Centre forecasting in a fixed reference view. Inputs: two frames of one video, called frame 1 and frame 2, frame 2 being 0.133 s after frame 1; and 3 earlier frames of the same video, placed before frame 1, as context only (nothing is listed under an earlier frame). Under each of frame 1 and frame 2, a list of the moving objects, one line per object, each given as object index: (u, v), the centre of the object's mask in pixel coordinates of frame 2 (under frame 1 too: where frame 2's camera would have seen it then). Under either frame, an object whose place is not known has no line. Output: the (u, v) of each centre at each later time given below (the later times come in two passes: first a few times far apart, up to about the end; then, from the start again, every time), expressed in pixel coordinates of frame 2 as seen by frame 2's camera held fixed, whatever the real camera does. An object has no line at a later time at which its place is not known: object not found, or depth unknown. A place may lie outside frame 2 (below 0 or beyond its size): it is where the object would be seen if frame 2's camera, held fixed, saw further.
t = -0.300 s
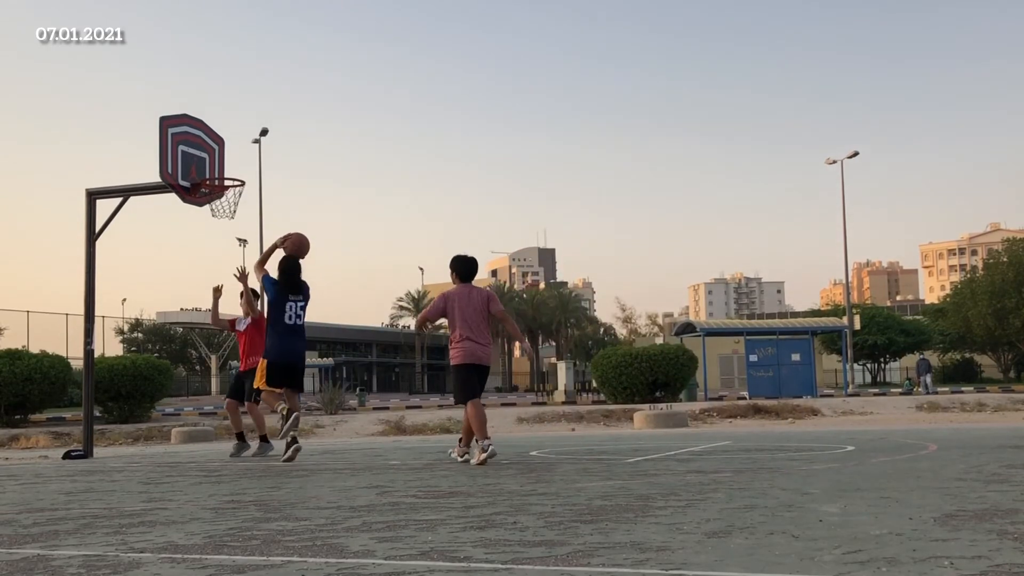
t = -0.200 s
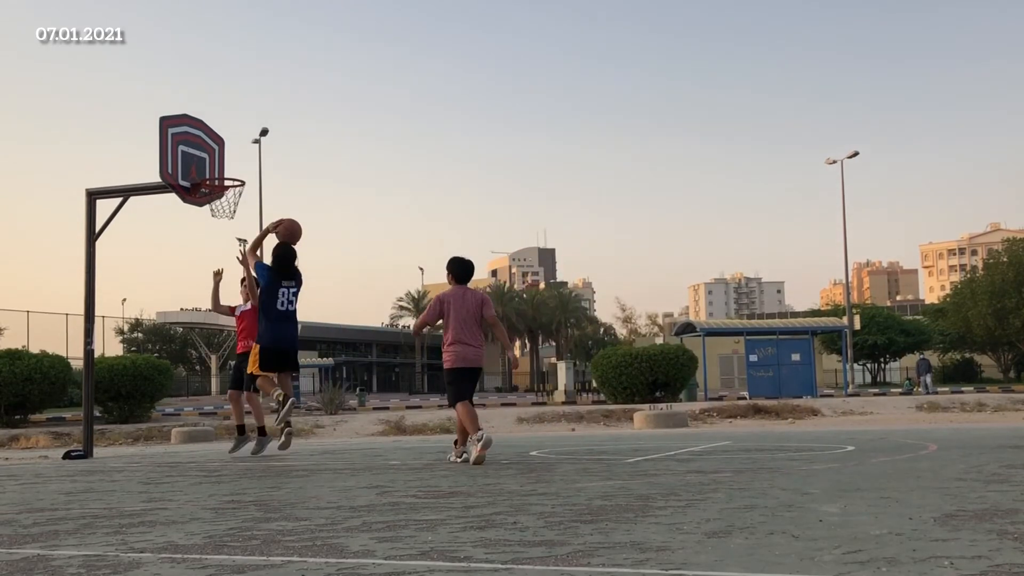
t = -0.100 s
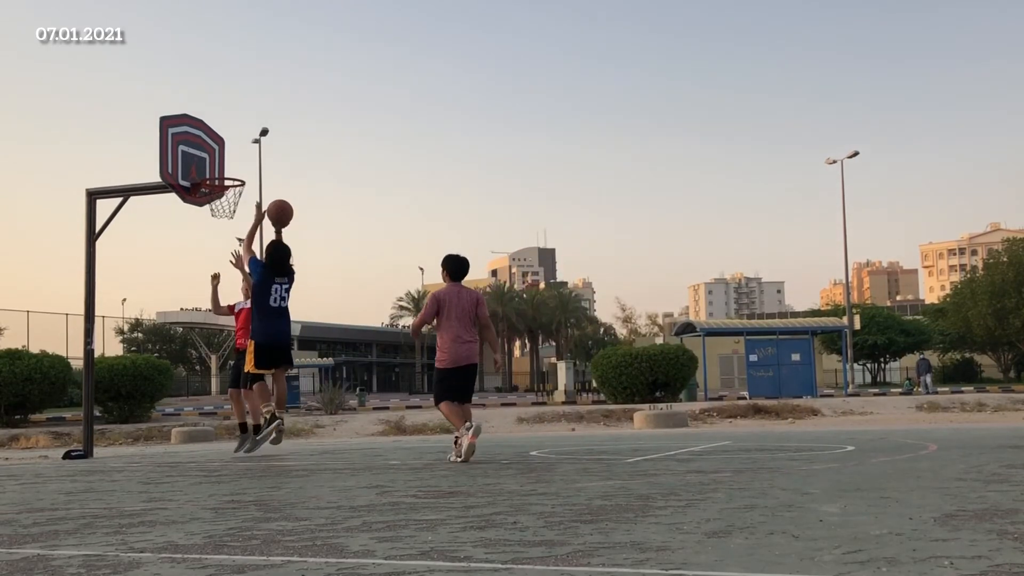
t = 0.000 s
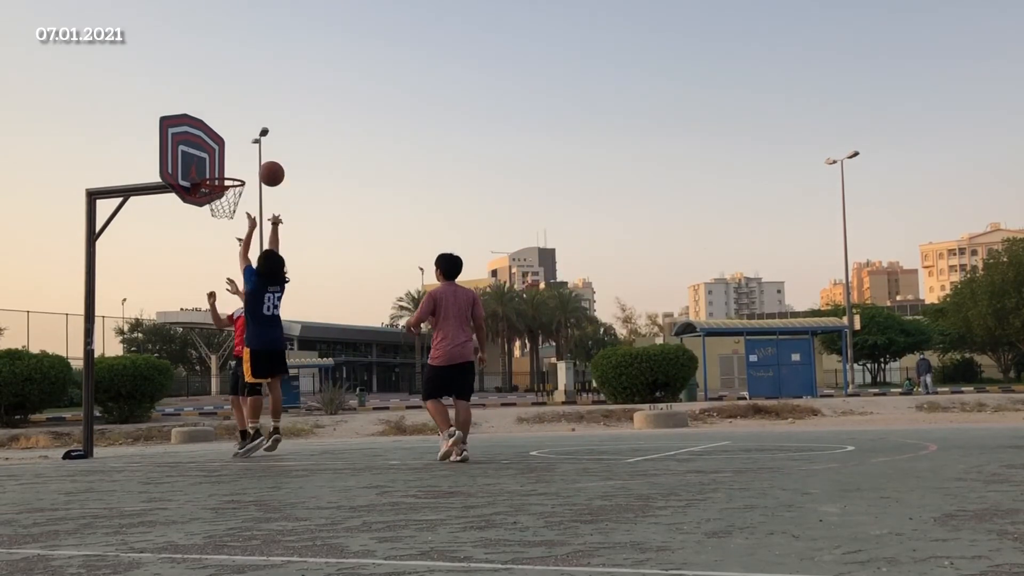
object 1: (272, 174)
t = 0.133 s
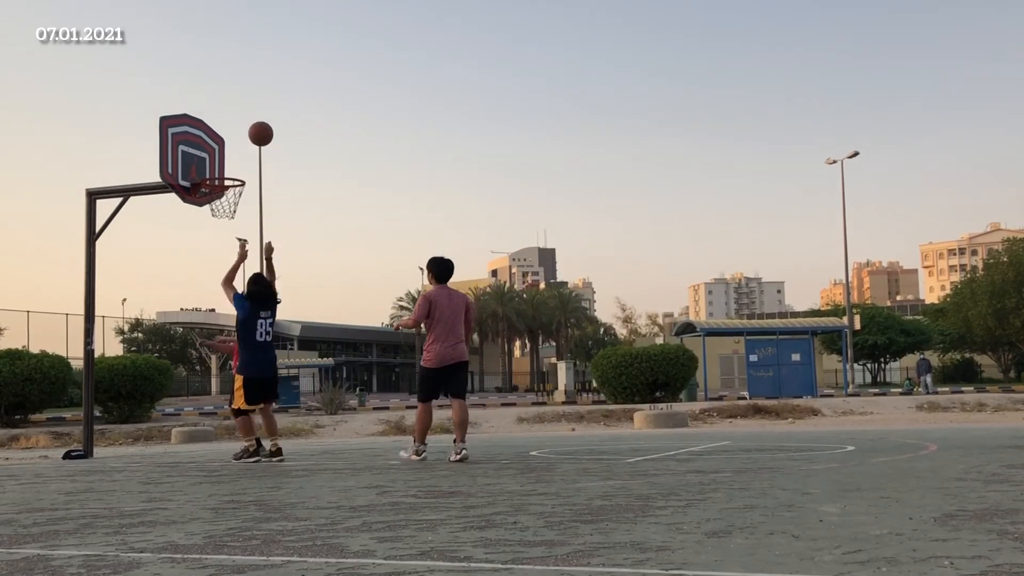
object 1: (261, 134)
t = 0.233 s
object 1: (253, 117)
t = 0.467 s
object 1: (239, 118)
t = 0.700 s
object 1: (227, 165)
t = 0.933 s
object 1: (229, 191)
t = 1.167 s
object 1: (223, 215)
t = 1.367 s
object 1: (219, 263)
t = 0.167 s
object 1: (258, 127)
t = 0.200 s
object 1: (256, 122)
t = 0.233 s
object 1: (253, 117)
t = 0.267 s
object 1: (251, 114)
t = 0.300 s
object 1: (249, 112)
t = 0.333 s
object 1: (247, 111)
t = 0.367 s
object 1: (245, 111)
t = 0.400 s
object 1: (243, 113)
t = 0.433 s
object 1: (241, 115)
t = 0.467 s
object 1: (239, 118)
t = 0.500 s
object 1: (237, 122)
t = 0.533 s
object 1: (235, 127)
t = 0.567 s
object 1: (233, 133)
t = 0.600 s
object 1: (232, 140)
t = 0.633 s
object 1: (231, 148)
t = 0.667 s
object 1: (229, 156)
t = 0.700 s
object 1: (227, 165)
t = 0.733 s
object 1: (226, 176)
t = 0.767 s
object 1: (222, 181)
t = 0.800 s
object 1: (222, 181)
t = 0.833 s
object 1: (221, 181)
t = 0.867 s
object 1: (223, 184)
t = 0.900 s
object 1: (226, 187)
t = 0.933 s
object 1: (229, 191)
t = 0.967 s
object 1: (228, 194)
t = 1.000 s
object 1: (227, 197)
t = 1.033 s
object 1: (226, 199)
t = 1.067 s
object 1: (225, 202)
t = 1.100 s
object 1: (224, 205)
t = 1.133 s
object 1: (223, 210)
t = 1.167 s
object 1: (223, 215)
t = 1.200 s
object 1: (222, 220)
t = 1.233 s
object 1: (221, 227)
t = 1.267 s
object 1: (221, 235)
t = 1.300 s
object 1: (220, 243)
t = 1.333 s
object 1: (220, 253)
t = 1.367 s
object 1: (219, 263)
